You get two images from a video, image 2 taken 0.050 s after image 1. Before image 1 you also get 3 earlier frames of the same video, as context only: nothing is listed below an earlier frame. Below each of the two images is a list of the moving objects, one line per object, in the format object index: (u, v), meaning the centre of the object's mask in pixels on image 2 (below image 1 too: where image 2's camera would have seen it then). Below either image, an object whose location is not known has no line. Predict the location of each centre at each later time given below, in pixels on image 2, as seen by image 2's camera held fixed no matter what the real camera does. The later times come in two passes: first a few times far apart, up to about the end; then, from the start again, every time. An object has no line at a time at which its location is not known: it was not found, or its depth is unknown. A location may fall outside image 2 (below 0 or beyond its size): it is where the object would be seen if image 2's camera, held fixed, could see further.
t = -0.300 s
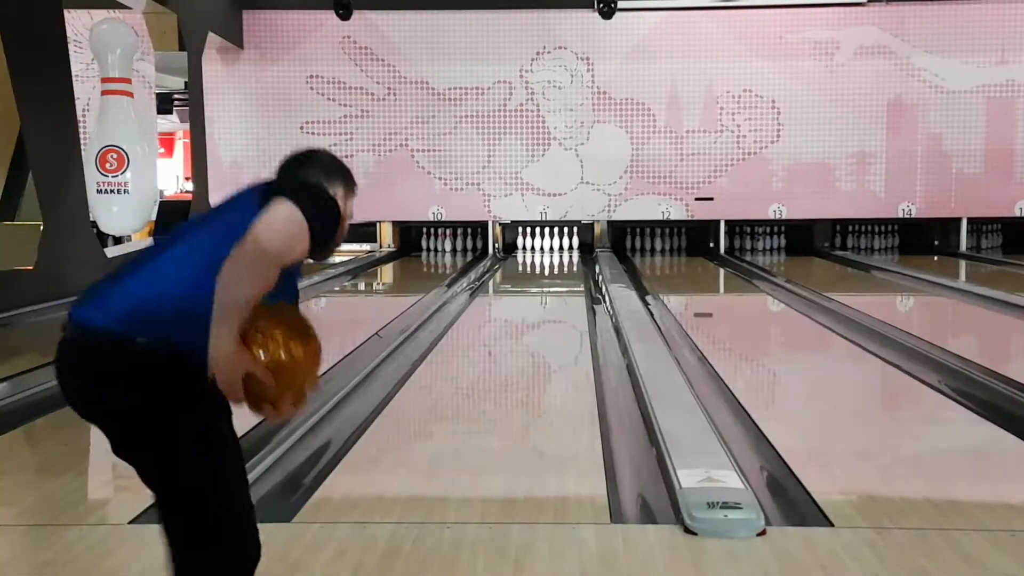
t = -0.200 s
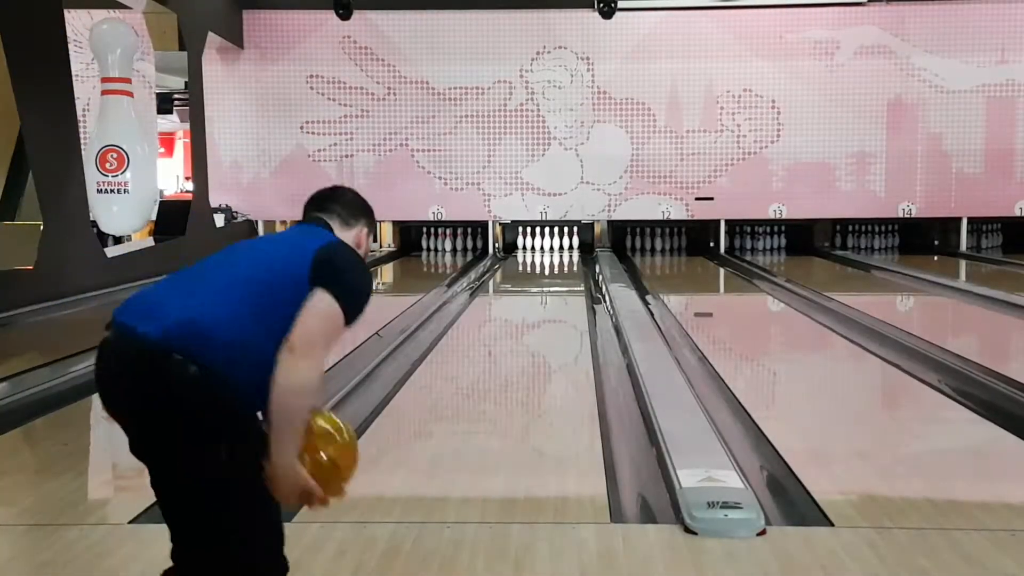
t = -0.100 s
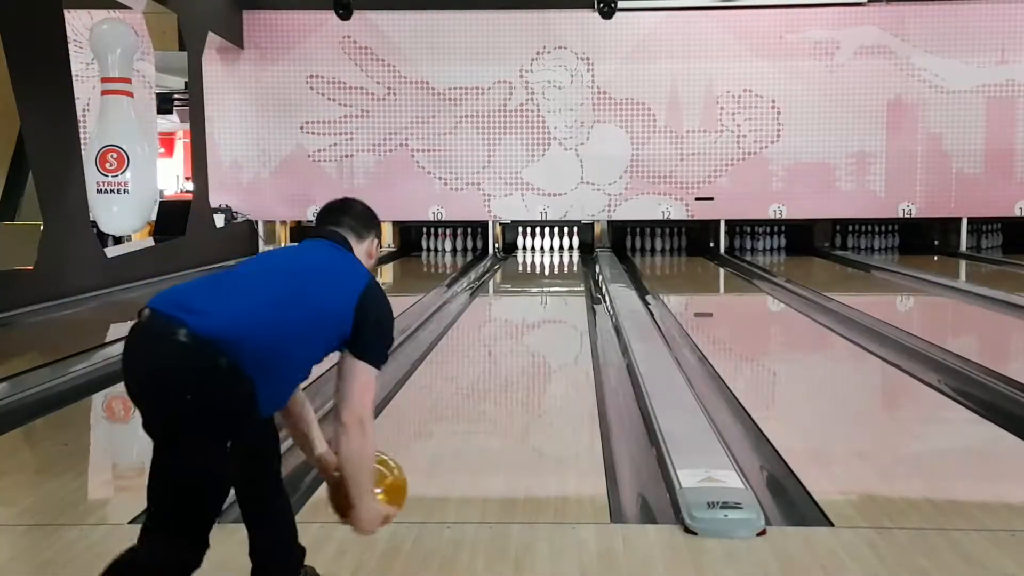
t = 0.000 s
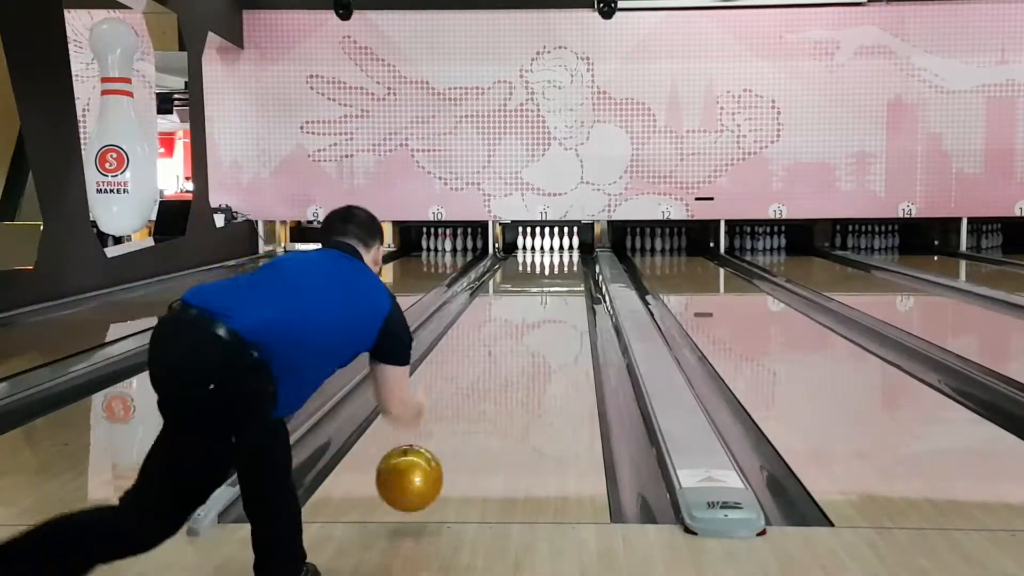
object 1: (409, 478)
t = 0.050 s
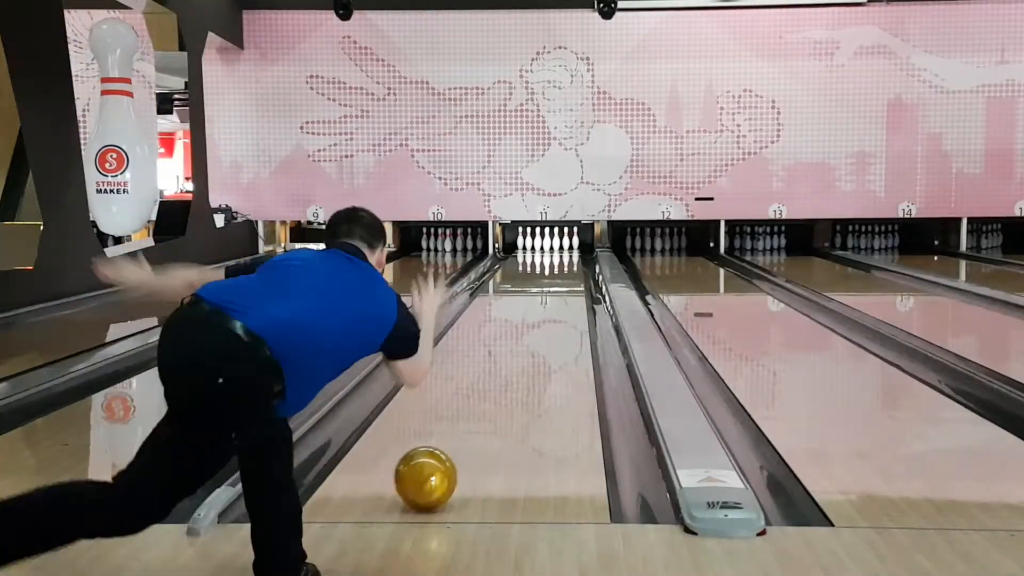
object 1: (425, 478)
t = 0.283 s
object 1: (476, 408)
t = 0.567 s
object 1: (512, 357)
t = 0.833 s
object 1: (533, 327)
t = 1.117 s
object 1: (548, 304)
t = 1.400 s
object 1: (558, 289)
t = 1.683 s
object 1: (565, 276)
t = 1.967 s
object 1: (568, 267)
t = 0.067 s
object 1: (430, 471)
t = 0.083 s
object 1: (435, 463)
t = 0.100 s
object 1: (439, 456)
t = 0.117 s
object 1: (443, 450)
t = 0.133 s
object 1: (447, 446)
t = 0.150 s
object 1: (451, 443)
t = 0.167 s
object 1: (455, 437)
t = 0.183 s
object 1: (458, 433)
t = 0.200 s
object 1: (461, 428)
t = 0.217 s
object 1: (465, 424)
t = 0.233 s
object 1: (468, 420)
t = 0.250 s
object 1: (470, 416)
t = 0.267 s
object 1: (474, 411)
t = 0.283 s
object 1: (476, 408)
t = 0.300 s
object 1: (479, 404)
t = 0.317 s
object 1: (481, 400)
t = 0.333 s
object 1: (484, 397)
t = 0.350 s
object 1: (486, 393)
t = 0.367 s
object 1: (489, 390)
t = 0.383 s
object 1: (491, 387)
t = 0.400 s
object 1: (493, 383)
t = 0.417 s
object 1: (495, 380)
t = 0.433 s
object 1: (497, 378)
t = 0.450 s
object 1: (499, 375)
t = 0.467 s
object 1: (501, 372)
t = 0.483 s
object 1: (503, 370)
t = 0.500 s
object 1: (505, 367)
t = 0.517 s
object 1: (507, 365)
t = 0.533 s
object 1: (509, 362)
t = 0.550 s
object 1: (510, 360)
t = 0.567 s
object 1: (512, 357)
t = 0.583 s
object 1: (513, 355)
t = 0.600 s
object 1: (515, 353)
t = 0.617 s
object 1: (516, 350)
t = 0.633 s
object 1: (518, 348)
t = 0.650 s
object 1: (519, 347)
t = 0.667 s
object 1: (521, 345)
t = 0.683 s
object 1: (522, 342)
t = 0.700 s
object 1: (523, 340)
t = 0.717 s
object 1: (525, 339)
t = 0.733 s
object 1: (526, 337)
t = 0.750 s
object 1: (527, 335)
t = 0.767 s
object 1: (528, 333)
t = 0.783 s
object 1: (529, 332)
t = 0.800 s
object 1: (531, 330)
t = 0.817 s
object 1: (532, 328)
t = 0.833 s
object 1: (533, 327)
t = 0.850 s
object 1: (534, 325)
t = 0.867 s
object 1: (535, 323)
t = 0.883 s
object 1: (536, 322)
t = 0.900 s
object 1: (537, 321)
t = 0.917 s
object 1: (538, 319)
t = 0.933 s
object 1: (539, 318)
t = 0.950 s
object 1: (540, 316)
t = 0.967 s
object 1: (541, 315)
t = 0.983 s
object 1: (541, 314)
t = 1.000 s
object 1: (542, 313)
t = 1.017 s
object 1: (543, 311)
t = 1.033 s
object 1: (544, 310)
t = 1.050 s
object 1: (545, 309)
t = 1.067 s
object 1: (546, 307)
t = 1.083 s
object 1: (546, 307)
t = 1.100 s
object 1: (547, 306)
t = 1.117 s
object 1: (548, 304)
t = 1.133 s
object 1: (549, 303)
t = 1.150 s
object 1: (549, 303)
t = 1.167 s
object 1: (550, 301)
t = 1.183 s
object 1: (551, 300)
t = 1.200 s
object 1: (551, 299)
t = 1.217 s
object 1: (552, 298)
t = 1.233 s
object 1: (552, 298)
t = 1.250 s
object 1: (553, 297)
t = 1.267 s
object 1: (553, 296)
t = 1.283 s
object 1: (554, 295)
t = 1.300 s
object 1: (554, 294)
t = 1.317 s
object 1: (555, 293)
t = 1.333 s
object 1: (556, 292)
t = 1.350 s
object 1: (556, 292)
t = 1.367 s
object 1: (557, 291)
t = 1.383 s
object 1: (557, 289)
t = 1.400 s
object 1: (558, 289)
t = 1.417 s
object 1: (559, 288)
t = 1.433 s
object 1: (559, 287)
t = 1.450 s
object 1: (560, 286)
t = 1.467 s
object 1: (560, 286)
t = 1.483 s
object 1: (561, 285)
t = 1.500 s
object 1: (561, 284)
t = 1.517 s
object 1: (561, 283)
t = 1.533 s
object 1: (562, 282)
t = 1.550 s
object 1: (562, 281)
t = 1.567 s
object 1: (563, 281)
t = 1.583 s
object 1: (563, 280)
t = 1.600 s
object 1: (563, 279)
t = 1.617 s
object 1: (563, 279)
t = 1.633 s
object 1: (564, 278)
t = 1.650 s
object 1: (564, 277)
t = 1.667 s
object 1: (564, 277)
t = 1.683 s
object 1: (565, 276)
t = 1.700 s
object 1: (565, 276)
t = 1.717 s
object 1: (565, 275)
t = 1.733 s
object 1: (566, 274)
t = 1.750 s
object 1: (566, 274)
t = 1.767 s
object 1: (566, 273)
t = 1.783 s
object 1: (566, 273)
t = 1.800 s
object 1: (566, 272)
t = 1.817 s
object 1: (566, 272)
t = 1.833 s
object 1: (567, 271)
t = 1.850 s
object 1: (567, 271)
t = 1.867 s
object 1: (567, 270)
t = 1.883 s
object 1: (567, 269)
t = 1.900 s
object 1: (568, 269)
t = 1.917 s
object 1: (567, 268)
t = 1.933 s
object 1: (567, 268)
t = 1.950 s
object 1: (568, 267)
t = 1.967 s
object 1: (568, 267)
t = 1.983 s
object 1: (568, 267)
